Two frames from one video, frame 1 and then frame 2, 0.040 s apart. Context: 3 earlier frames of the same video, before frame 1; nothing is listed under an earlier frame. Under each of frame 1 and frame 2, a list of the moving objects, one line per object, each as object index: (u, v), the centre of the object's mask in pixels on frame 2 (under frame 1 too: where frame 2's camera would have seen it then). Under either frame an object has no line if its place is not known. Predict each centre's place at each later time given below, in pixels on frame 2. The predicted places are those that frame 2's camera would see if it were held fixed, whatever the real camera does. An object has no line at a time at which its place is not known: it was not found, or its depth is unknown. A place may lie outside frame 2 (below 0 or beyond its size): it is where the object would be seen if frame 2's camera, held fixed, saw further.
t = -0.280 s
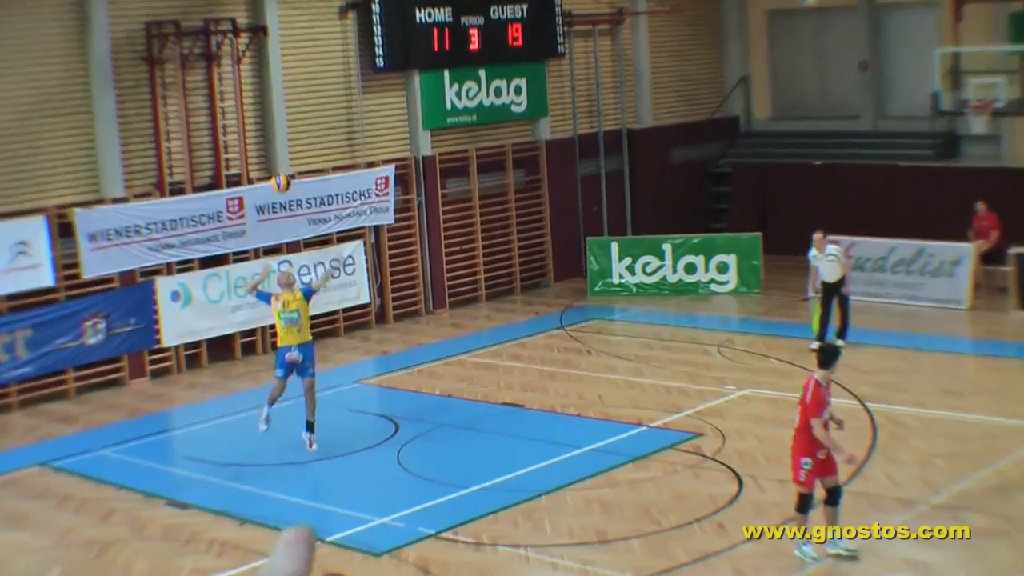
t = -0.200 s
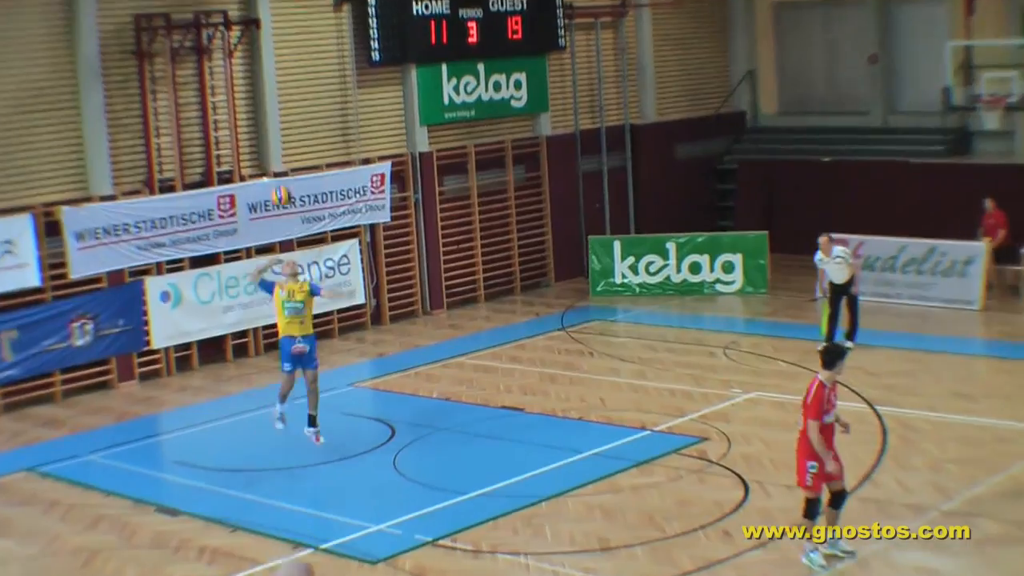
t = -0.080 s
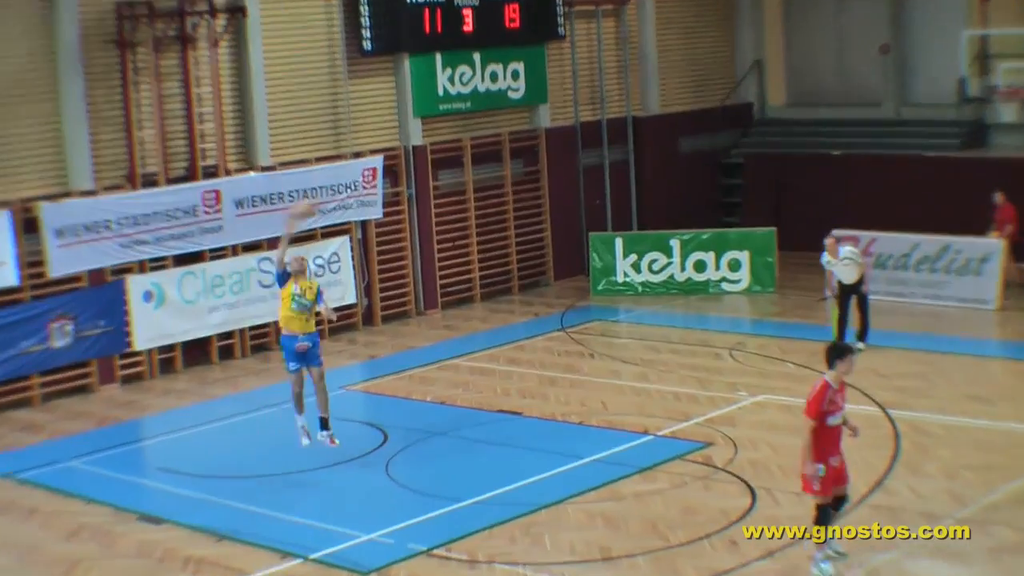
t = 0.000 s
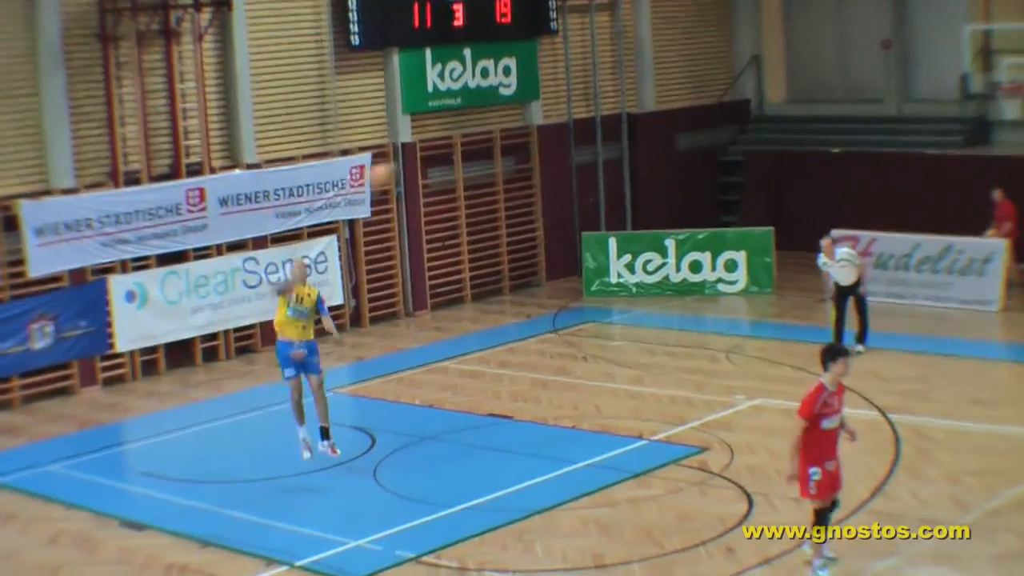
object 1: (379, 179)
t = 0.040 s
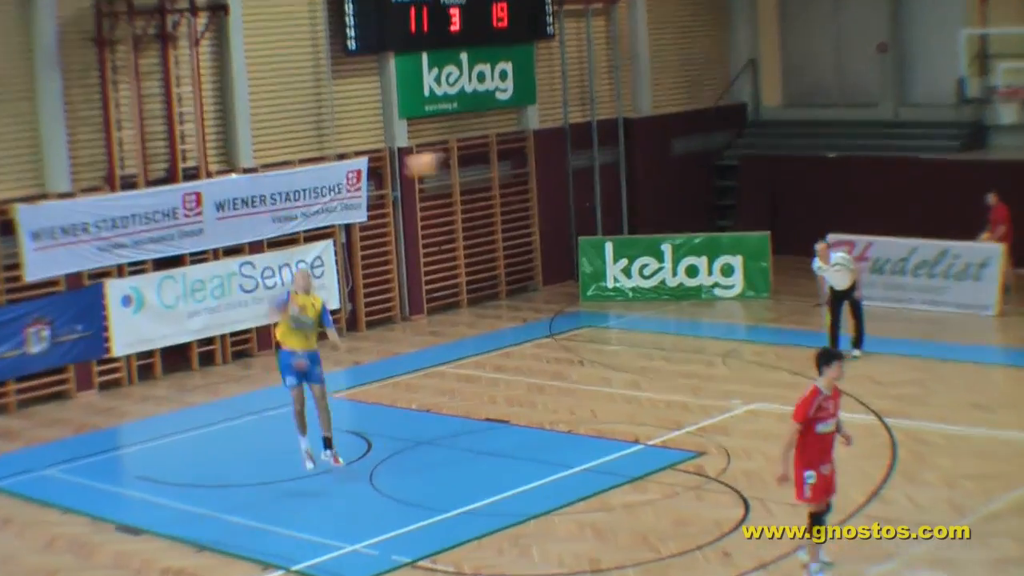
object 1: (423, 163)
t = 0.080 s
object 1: (470, 150)
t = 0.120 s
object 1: (520, 139)
